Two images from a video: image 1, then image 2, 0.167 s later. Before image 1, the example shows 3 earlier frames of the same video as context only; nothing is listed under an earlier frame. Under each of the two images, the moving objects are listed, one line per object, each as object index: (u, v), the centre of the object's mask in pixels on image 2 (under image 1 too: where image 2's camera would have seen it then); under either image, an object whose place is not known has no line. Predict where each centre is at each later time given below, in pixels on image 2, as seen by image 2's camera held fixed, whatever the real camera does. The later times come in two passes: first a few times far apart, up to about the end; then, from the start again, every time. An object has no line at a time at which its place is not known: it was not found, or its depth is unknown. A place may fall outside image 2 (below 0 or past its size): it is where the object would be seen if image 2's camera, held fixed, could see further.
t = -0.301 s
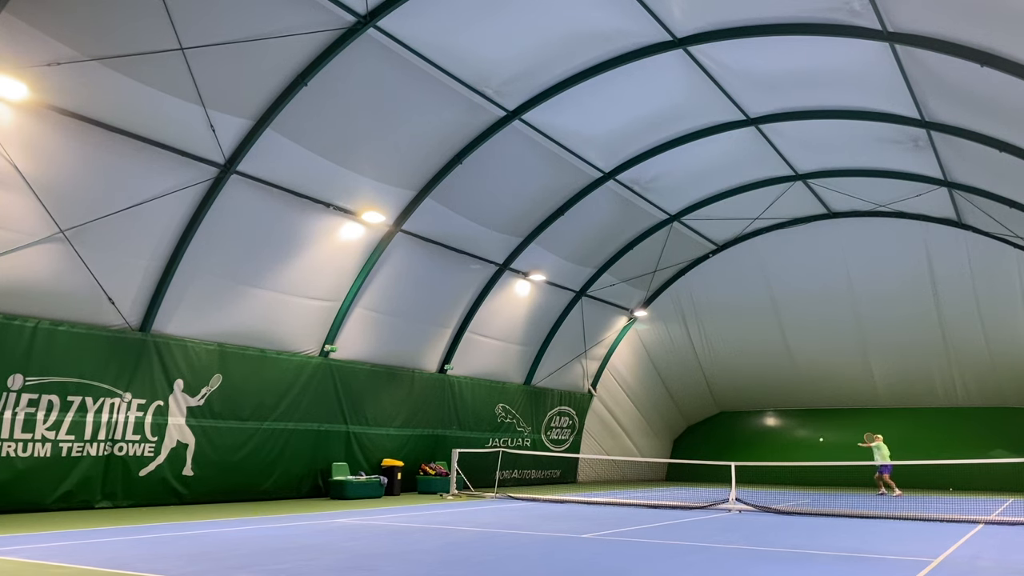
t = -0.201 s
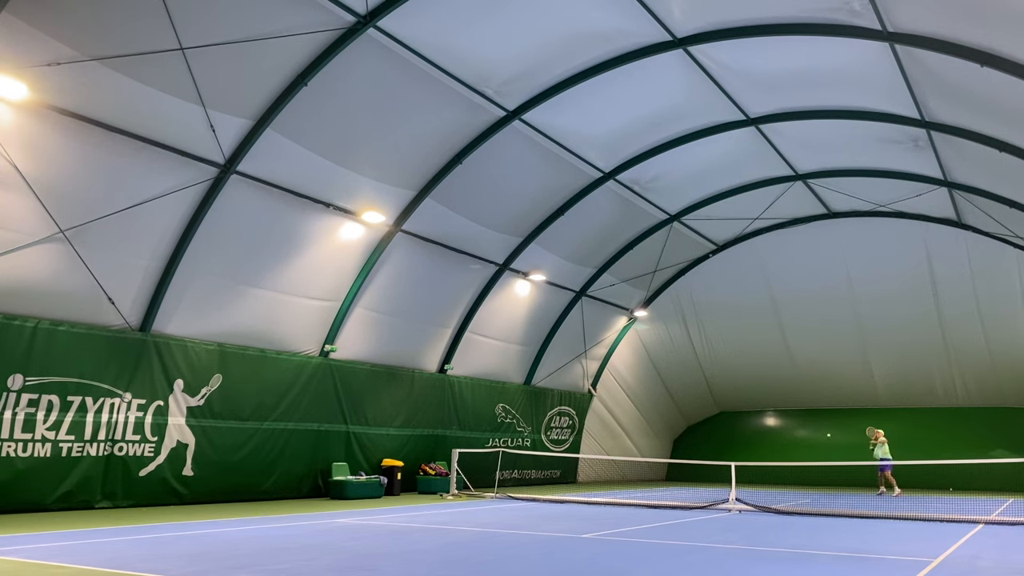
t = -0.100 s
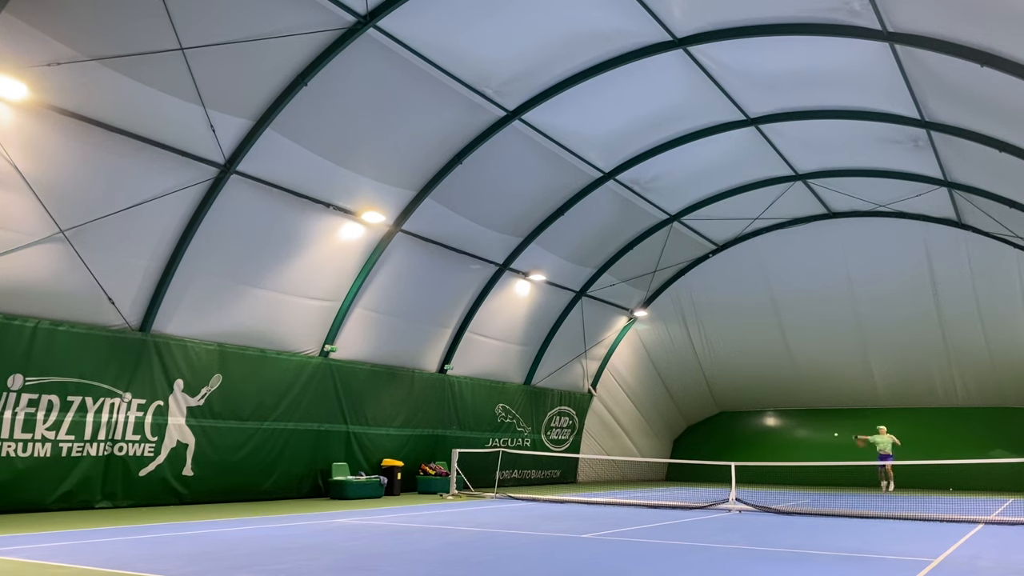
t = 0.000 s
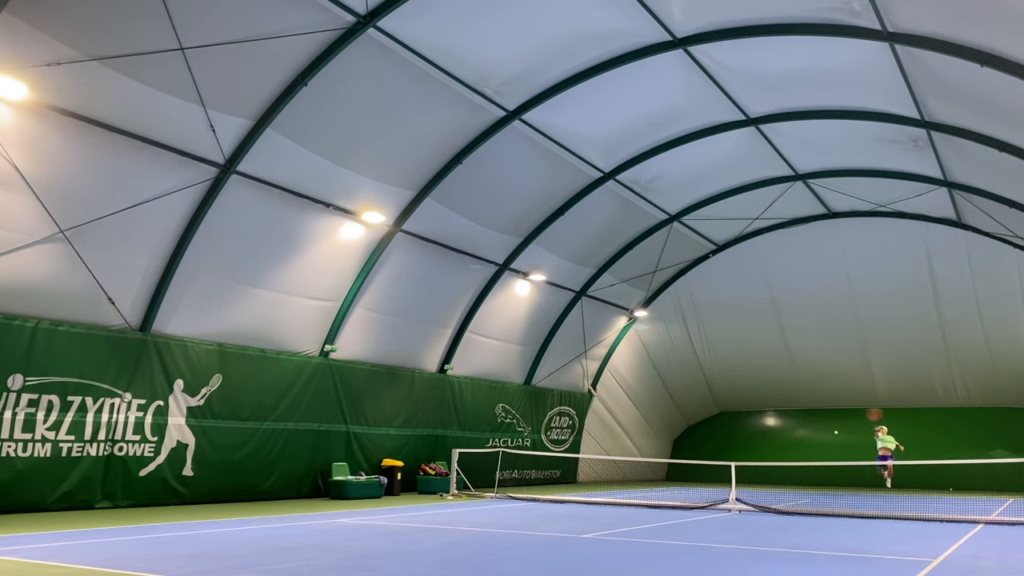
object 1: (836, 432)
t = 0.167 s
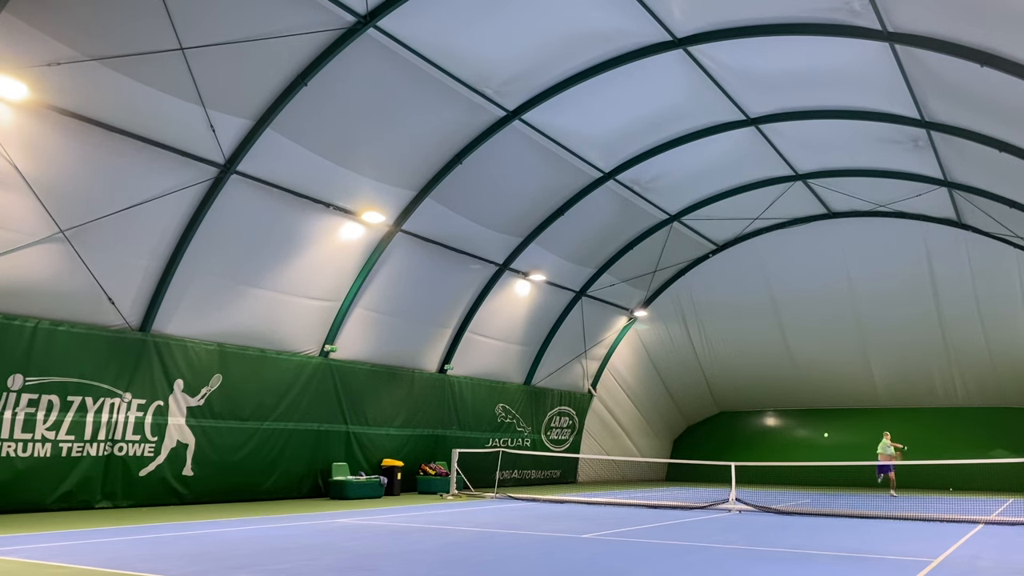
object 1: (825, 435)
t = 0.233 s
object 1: (821, 442)
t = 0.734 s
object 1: (757, 470)
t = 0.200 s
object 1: (823, 438)
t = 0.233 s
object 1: (821, 442)
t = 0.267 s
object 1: (818, 448)
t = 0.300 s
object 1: (814, 455)
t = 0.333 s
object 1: (812, 463)
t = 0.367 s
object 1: (809, 473)
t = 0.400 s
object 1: (805, 485)
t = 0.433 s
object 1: (802, 499)
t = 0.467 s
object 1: (797, 516)
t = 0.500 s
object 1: (793, 536)
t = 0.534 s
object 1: (789, 527)
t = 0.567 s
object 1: (784, 515)
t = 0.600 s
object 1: (779, 505)
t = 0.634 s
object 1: (774, 495)
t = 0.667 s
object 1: (769, 485)
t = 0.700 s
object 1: (763, 477)
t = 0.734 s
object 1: (757, 470)
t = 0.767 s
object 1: (751, 463)
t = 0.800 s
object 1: (743, 457)
